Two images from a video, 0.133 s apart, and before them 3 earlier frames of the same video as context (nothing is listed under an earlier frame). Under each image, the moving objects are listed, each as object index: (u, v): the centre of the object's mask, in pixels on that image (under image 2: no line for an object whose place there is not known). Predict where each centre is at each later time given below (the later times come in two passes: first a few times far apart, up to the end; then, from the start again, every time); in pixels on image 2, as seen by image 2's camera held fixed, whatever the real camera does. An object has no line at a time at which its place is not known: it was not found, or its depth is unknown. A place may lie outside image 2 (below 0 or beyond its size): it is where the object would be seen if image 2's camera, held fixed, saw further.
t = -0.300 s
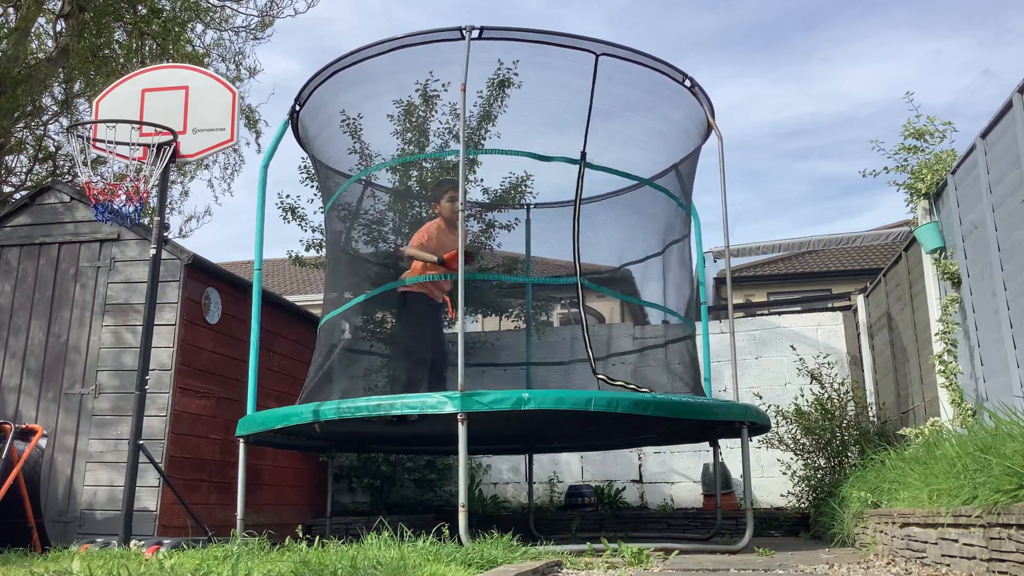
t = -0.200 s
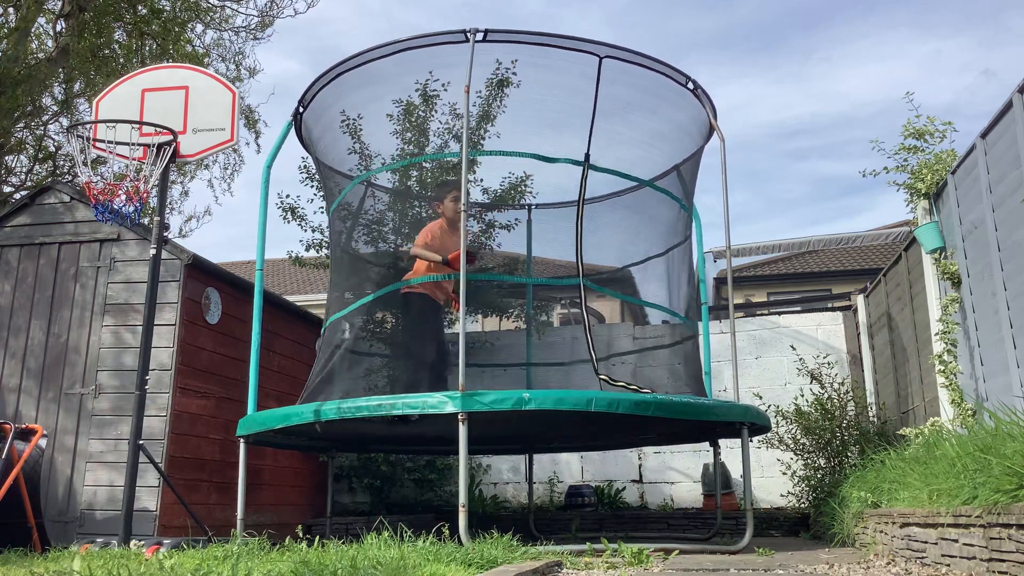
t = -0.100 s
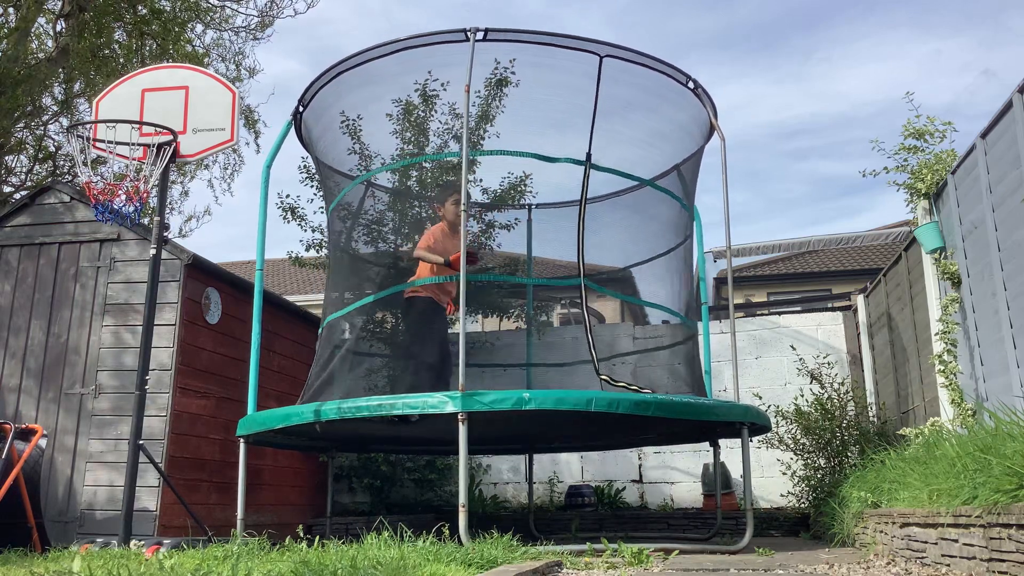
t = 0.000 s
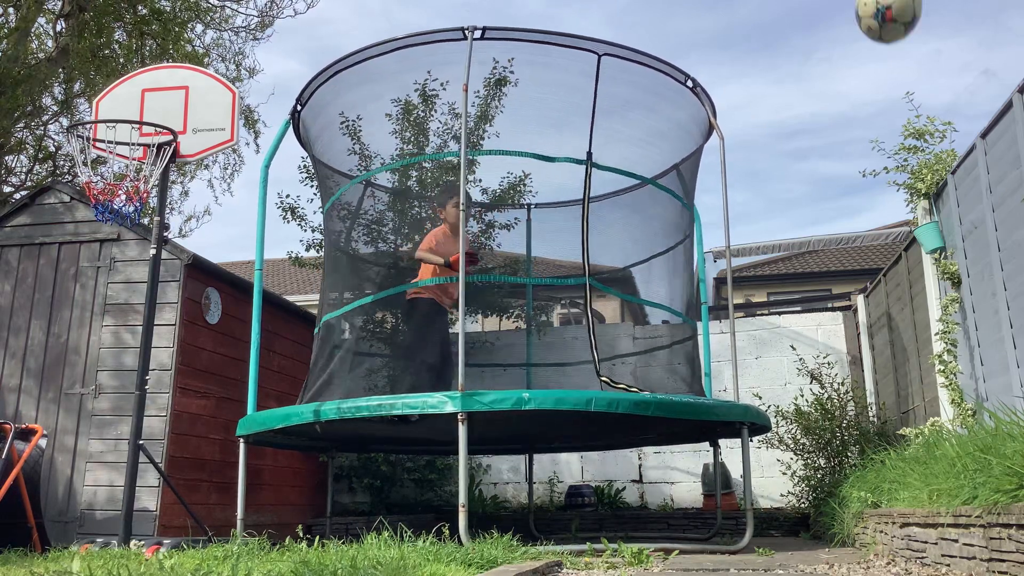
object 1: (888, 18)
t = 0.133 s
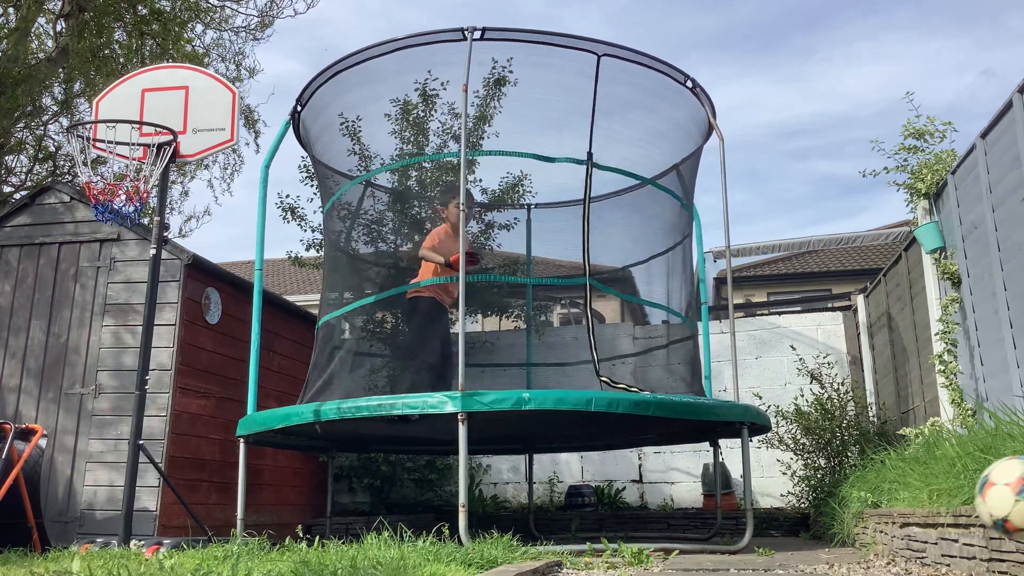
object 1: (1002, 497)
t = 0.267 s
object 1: (626, 557)
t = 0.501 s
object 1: (114, 557)
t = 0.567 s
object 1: (15, 551)
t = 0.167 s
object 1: (915, 512)
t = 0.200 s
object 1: (813, 535)
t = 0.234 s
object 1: (715, 552)
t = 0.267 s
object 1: (626, 557)
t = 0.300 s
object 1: (546, 550)
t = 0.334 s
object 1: (471, 547)
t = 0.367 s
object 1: (398, 545)
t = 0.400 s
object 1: (323, 546)
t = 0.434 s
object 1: (251, 552)
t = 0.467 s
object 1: (182, 558)
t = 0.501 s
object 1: (114, 557)
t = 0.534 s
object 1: (51, 554)
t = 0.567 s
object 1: (15, 551)
